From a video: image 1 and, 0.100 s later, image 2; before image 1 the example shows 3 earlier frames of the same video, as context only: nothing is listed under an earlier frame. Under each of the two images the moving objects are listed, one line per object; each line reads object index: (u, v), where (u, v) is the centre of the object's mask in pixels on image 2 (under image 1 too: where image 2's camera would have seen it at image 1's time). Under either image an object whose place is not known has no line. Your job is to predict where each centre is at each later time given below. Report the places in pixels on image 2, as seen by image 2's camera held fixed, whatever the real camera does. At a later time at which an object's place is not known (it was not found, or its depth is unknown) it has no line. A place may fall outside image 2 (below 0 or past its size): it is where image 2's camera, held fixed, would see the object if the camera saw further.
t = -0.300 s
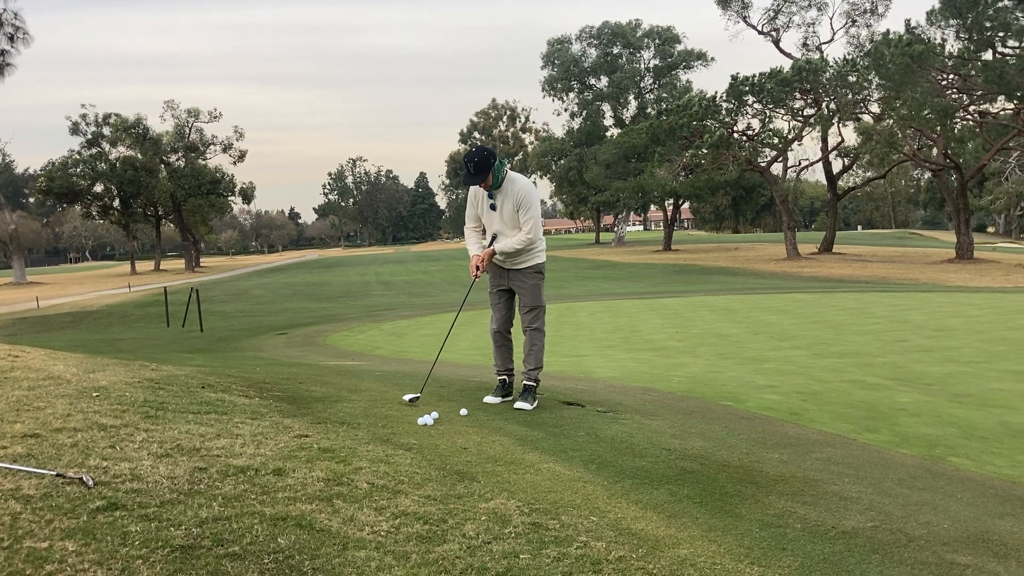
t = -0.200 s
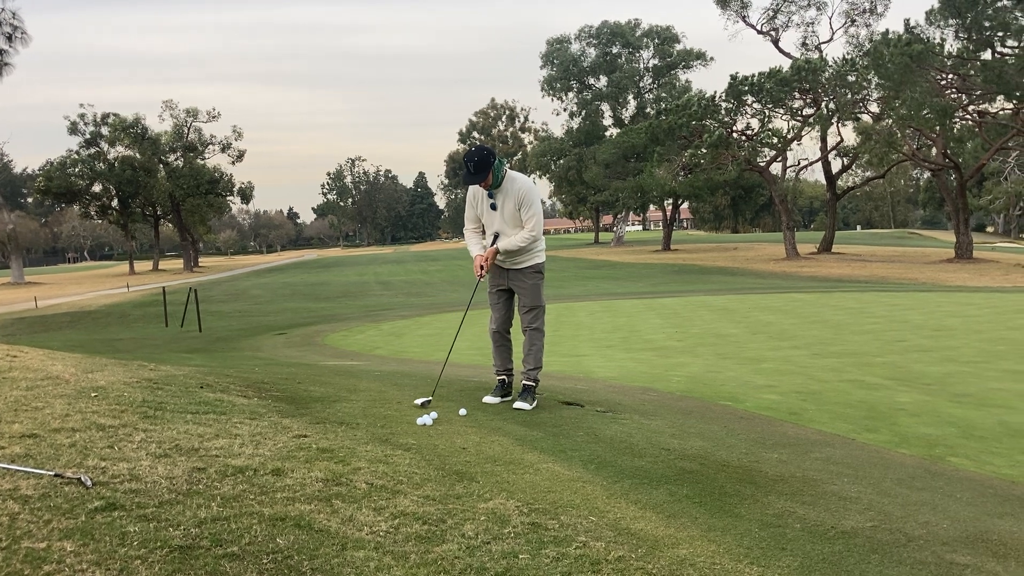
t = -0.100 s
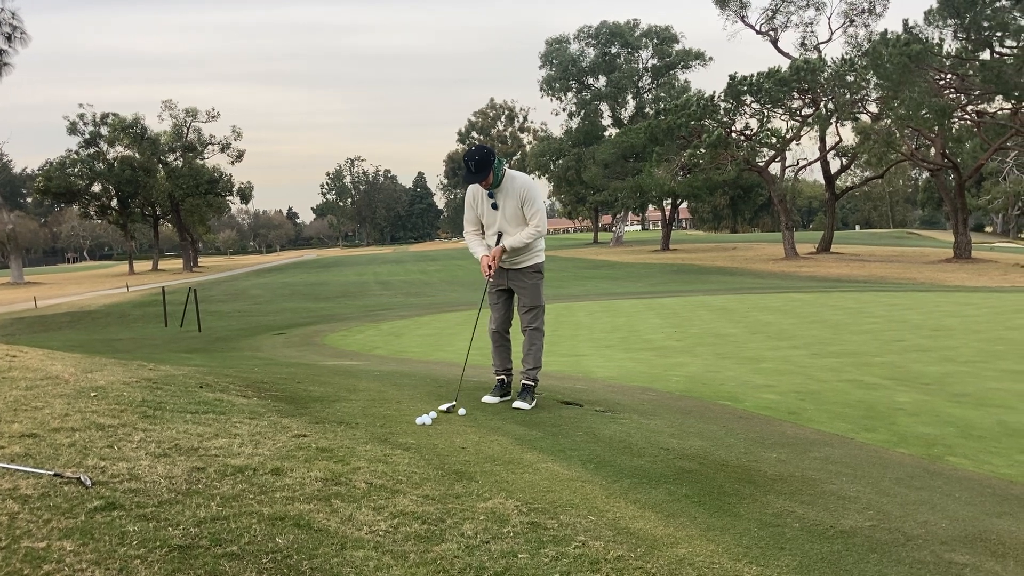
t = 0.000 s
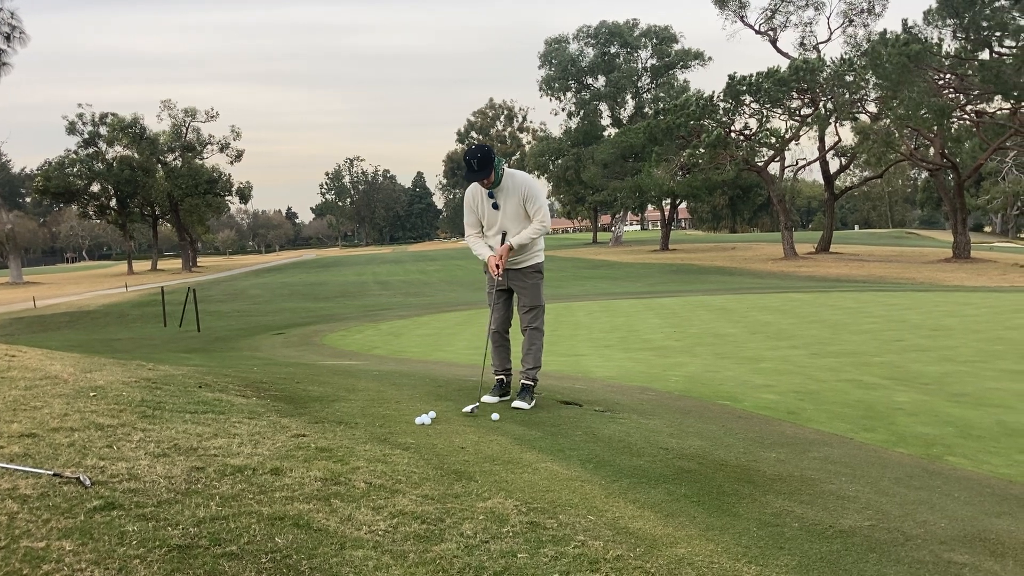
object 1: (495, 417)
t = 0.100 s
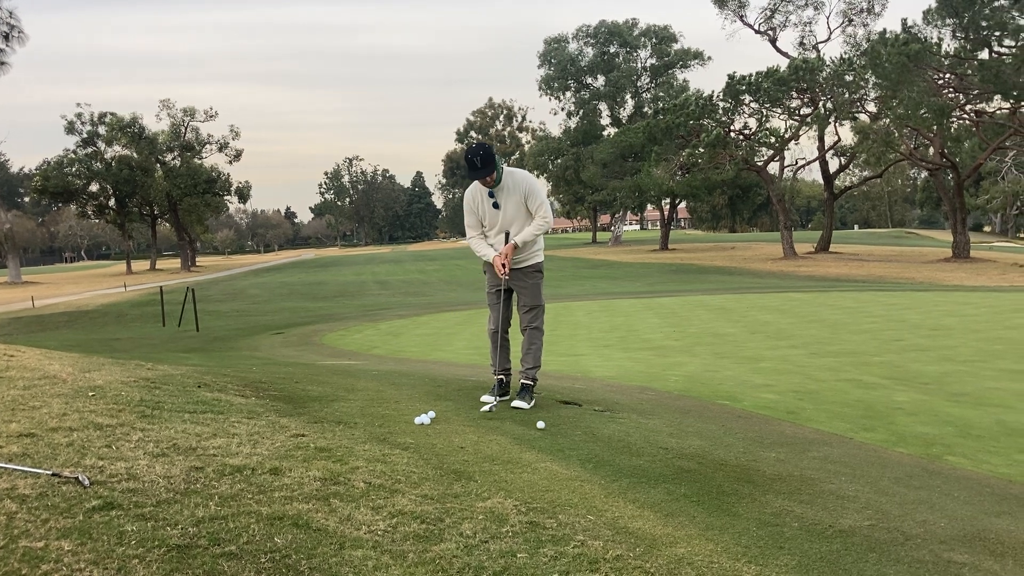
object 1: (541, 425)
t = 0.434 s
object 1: (687, 456)
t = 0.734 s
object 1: (832, 479)
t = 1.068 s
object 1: (1015, 503)
